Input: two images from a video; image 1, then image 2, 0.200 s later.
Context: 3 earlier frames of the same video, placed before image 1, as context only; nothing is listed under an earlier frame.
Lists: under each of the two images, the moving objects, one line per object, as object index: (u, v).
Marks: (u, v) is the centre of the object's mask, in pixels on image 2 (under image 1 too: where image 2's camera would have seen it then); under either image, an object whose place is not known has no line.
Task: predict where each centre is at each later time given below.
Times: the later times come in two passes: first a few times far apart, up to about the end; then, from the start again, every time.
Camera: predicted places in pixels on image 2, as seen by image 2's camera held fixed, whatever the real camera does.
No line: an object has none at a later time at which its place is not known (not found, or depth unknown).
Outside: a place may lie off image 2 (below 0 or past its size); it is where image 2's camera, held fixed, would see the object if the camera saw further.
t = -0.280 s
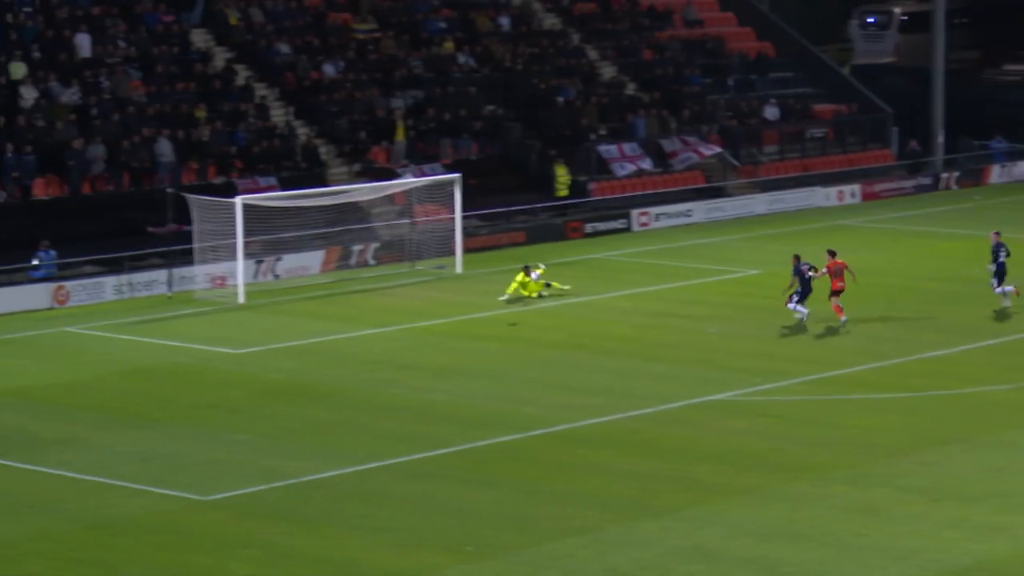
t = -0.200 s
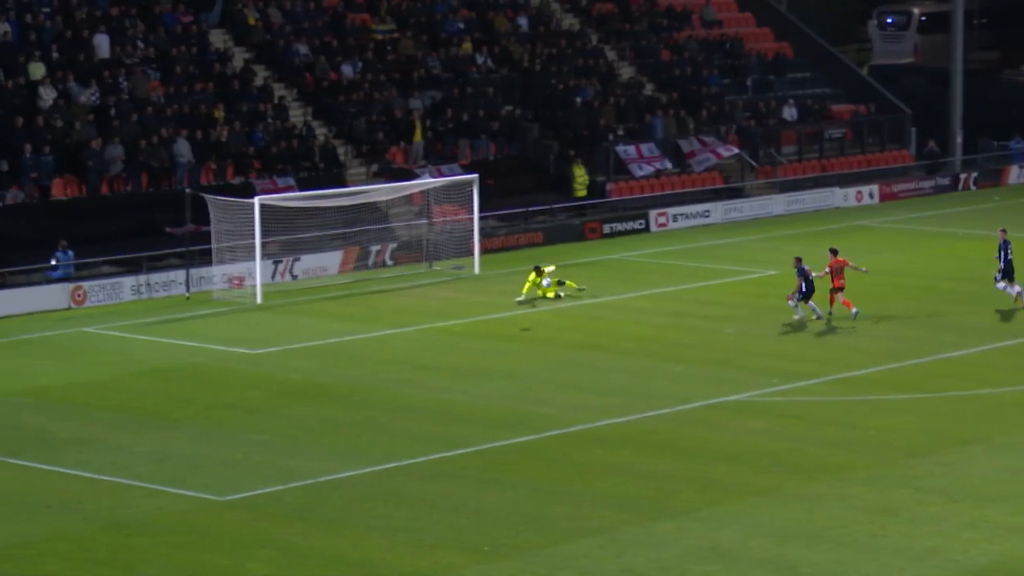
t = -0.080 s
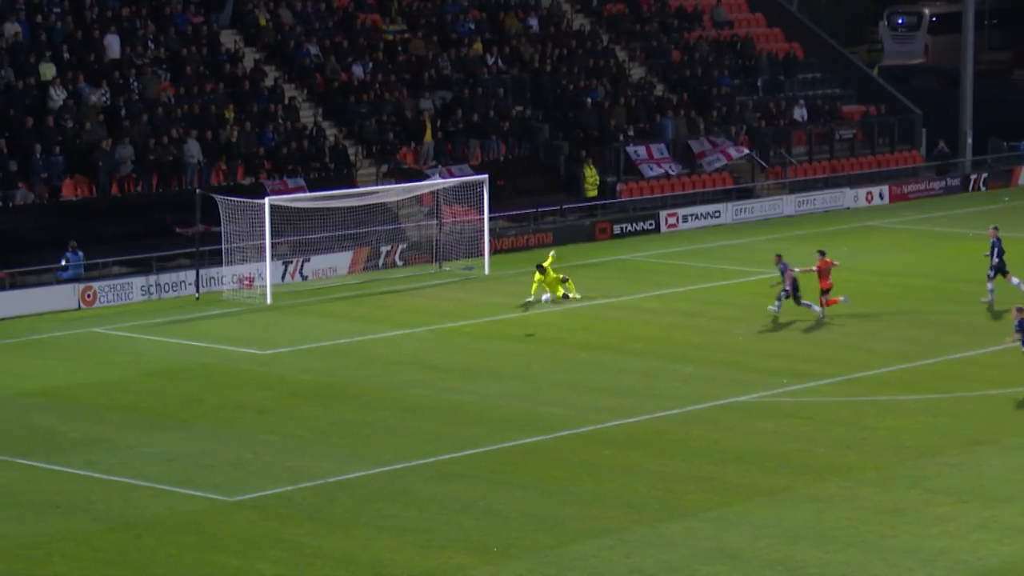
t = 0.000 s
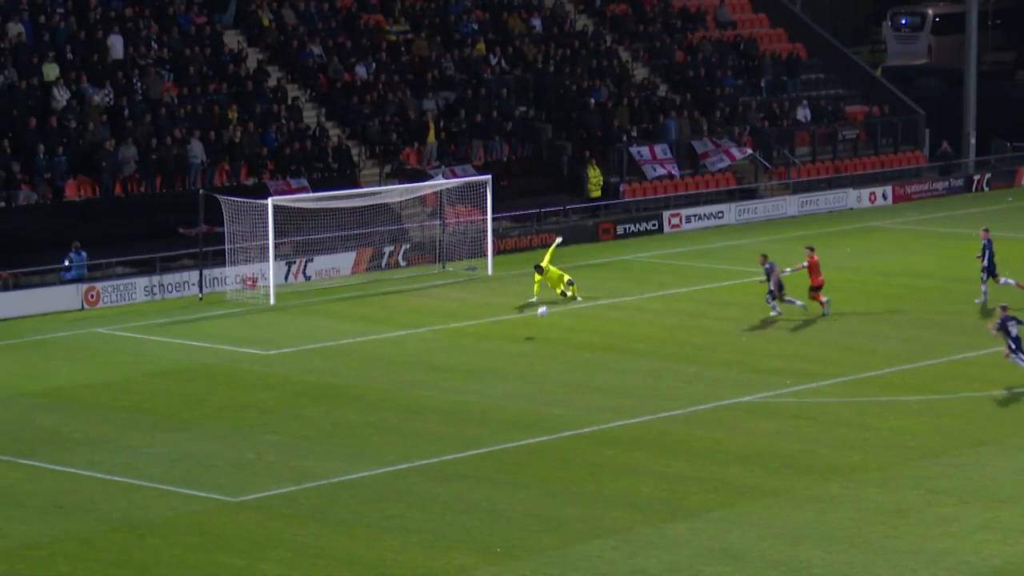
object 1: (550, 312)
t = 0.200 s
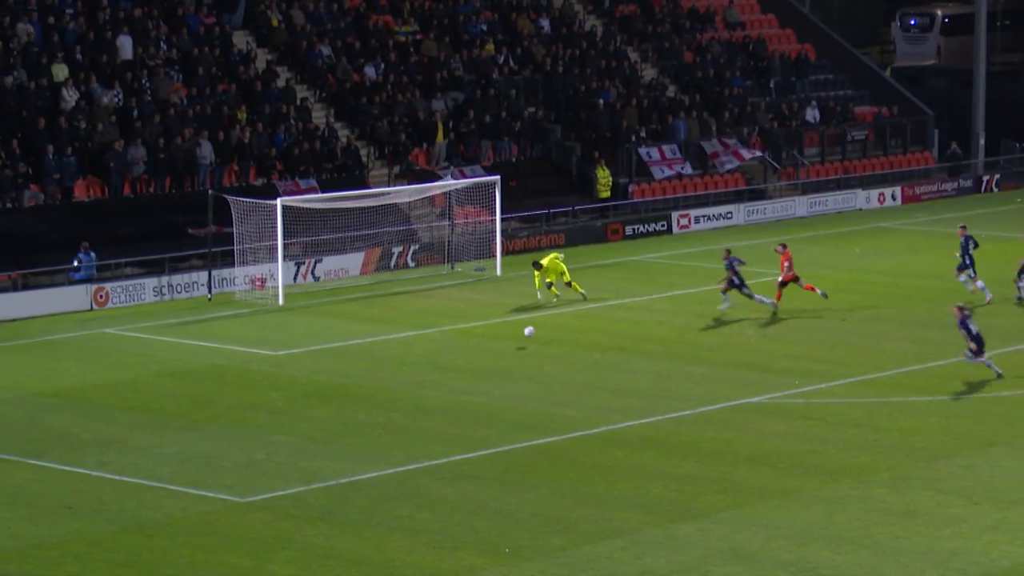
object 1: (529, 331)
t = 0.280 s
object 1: (519, 328)
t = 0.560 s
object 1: (482, 343)
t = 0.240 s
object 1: (524, 329)
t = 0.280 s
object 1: (519, 328)
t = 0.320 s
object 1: (514, 328)
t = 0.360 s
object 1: (509, 329)
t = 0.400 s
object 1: (504, 330)
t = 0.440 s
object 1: (499, 332)
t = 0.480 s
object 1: (494, 335)
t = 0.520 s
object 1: (488, 338)
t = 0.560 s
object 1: (482, 343)
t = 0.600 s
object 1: (477, 348)
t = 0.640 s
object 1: (471, 354)
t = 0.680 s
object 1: (465, 361)
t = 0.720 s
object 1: (459, 365)
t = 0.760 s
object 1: (453, 363)
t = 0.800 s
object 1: (447, 362)
